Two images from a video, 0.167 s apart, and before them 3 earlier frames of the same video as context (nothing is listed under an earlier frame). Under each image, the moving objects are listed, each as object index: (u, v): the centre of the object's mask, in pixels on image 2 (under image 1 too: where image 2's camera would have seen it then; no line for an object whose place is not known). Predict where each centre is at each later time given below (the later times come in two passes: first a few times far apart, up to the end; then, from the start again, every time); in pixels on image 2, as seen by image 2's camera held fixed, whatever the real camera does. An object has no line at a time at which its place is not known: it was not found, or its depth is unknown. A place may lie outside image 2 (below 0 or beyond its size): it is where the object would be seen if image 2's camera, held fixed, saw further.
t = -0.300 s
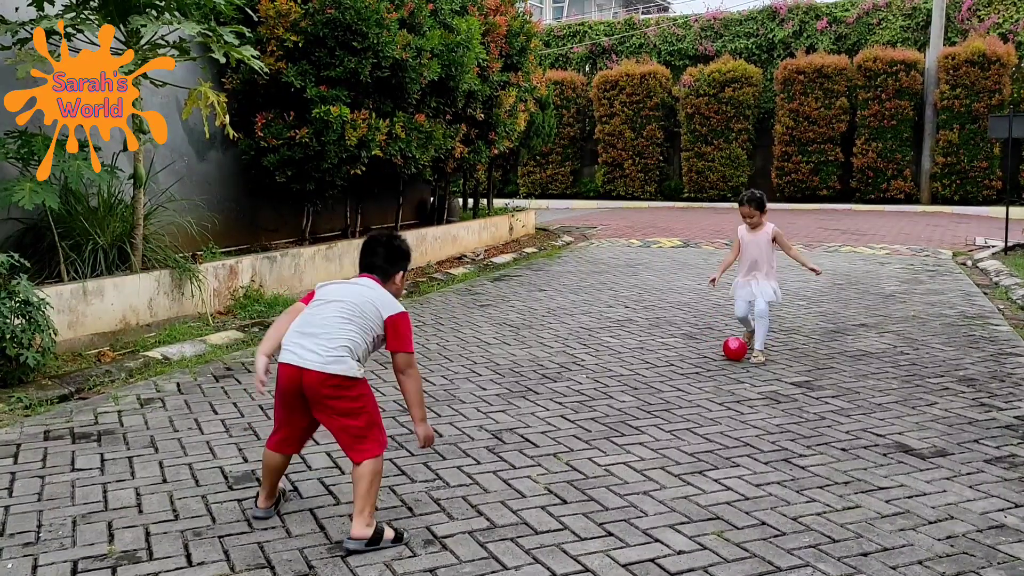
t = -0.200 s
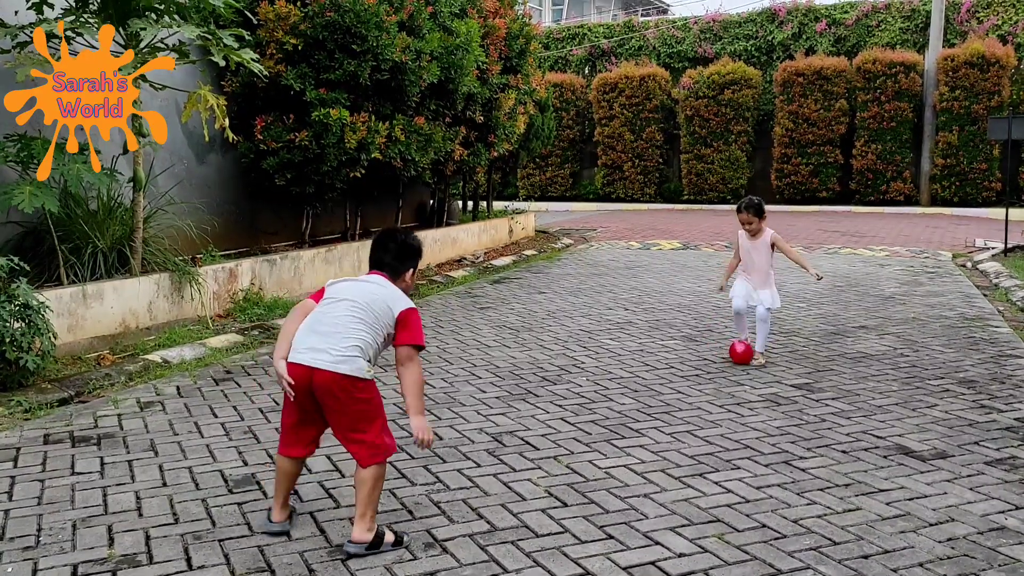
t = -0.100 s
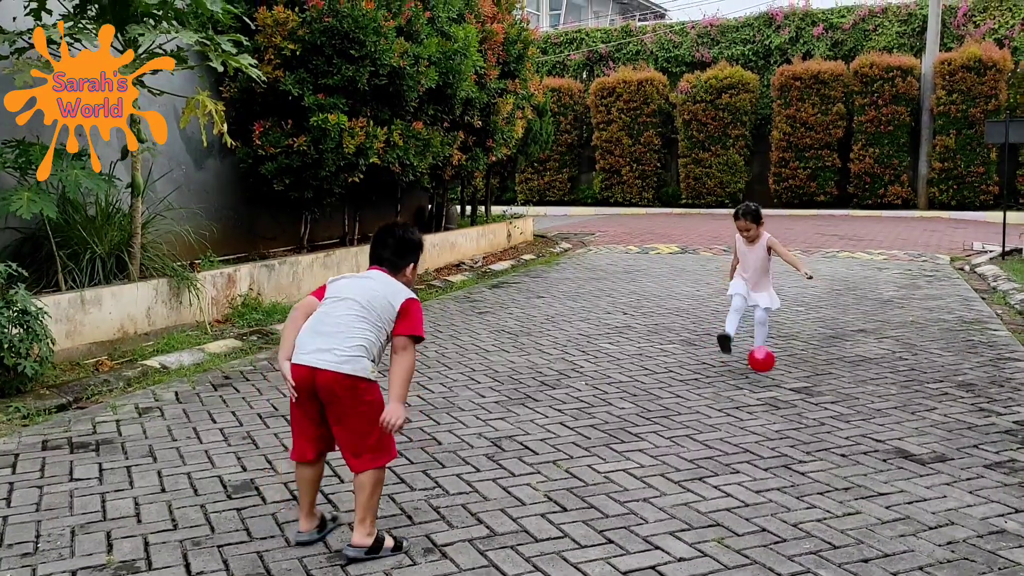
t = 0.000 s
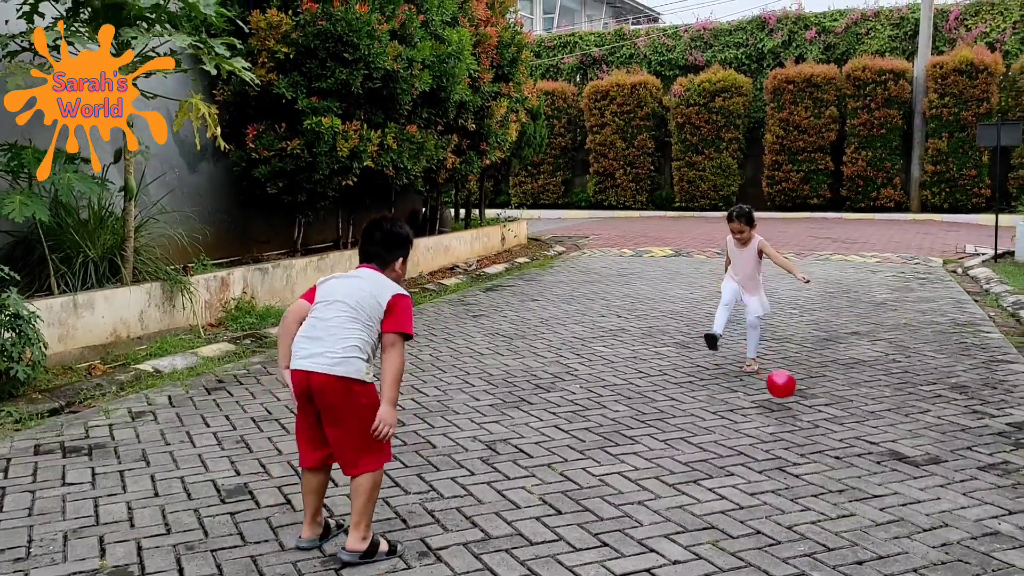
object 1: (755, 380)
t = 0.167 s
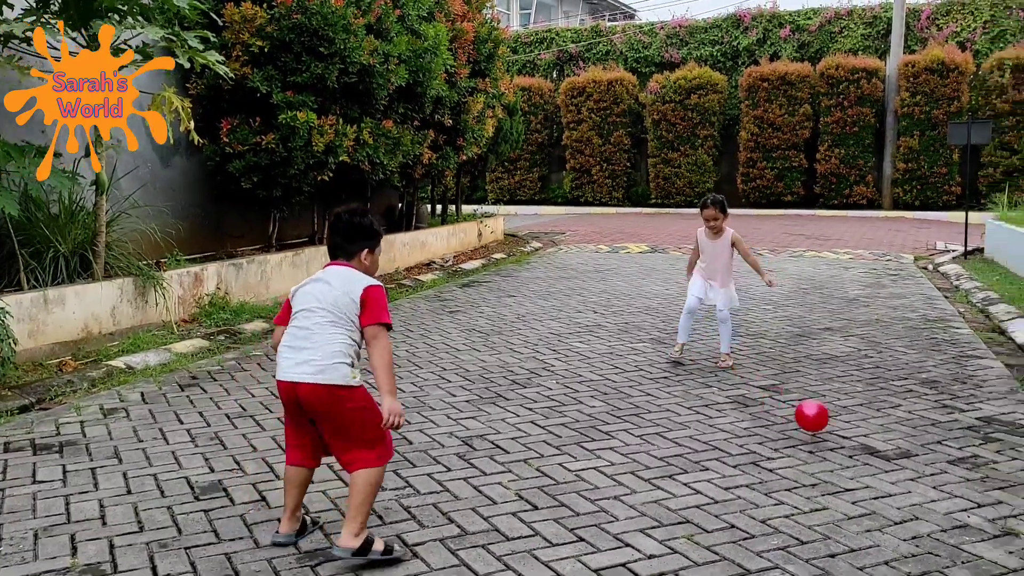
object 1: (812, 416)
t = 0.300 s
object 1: (854, 420)
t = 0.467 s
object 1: (912, 472)
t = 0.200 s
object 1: (820, 412)
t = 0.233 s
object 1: (830, 410)
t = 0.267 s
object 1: (843, 413)
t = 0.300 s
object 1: (854, 420)
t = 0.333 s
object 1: (863, 427)
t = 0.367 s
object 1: (873, 434)
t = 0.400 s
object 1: (885, 445)
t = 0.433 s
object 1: (900, 463)
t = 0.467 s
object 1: (912, 472)
